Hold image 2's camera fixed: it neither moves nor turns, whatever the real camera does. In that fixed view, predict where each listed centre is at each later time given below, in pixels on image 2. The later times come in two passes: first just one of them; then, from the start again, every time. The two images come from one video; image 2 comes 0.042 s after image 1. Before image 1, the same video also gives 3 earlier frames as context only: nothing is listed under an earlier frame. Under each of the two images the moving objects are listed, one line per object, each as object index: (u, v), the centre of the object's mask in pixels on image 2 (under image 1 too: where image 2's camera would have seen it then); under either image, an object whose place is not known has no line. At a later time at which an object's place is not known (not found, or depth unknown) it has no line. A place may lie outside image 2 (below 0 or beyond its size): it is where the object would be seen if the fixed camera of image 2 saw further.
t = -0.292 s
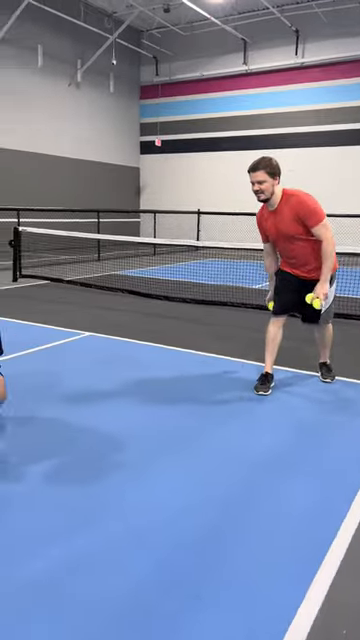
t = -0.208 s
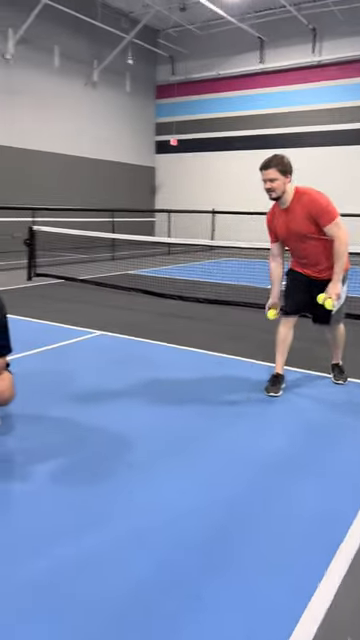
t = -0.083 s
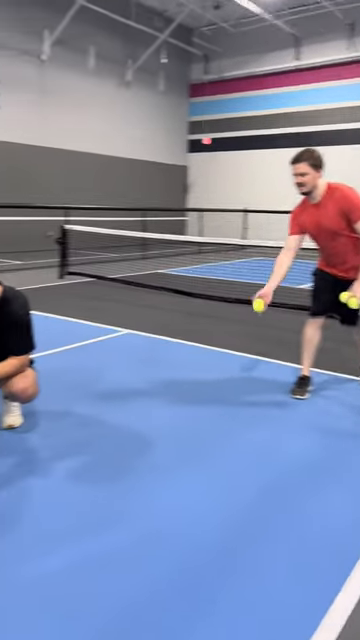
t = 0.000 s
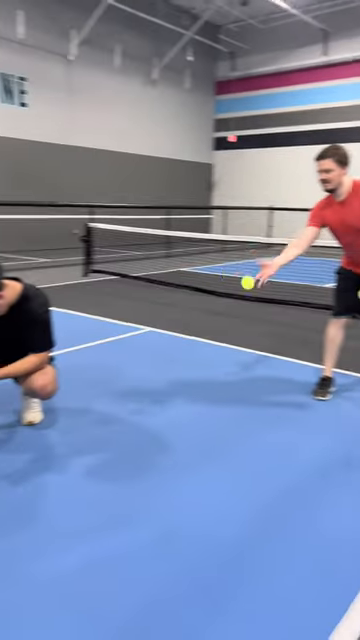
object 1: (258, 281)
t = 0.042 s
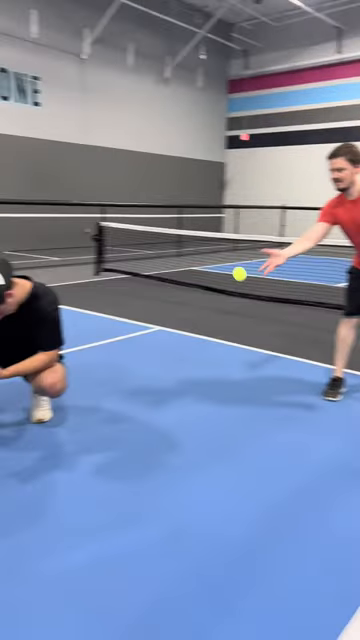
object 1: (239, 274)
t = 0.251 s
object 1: (119, 277)
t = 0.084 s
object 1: (218, 268)
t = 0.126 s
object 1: (196, 265)
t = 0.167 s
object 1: (172, 265)
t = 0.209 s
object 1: (146, 269)
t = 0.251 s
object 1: (119, 277)
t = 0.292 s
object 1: (89, 289)
